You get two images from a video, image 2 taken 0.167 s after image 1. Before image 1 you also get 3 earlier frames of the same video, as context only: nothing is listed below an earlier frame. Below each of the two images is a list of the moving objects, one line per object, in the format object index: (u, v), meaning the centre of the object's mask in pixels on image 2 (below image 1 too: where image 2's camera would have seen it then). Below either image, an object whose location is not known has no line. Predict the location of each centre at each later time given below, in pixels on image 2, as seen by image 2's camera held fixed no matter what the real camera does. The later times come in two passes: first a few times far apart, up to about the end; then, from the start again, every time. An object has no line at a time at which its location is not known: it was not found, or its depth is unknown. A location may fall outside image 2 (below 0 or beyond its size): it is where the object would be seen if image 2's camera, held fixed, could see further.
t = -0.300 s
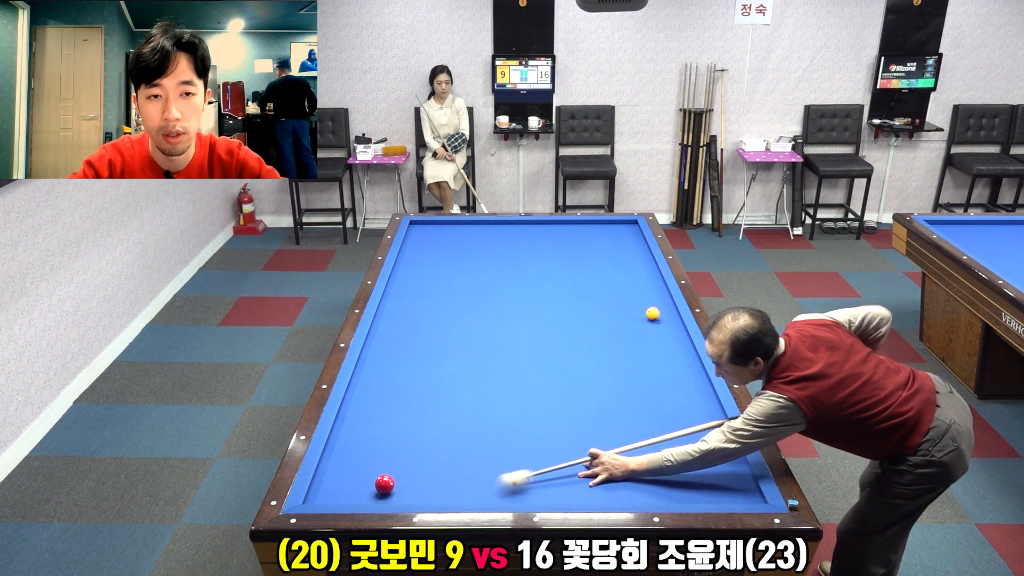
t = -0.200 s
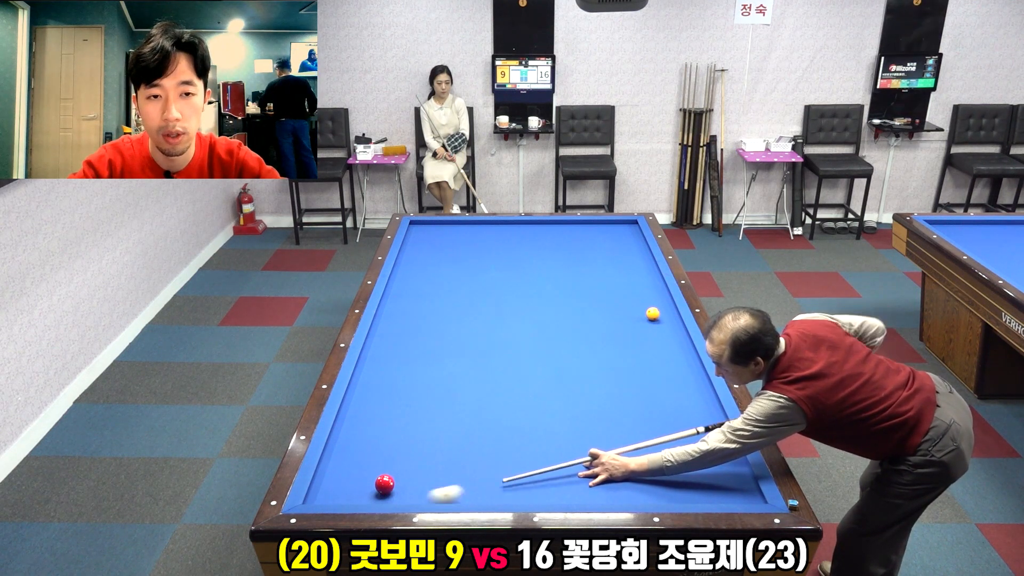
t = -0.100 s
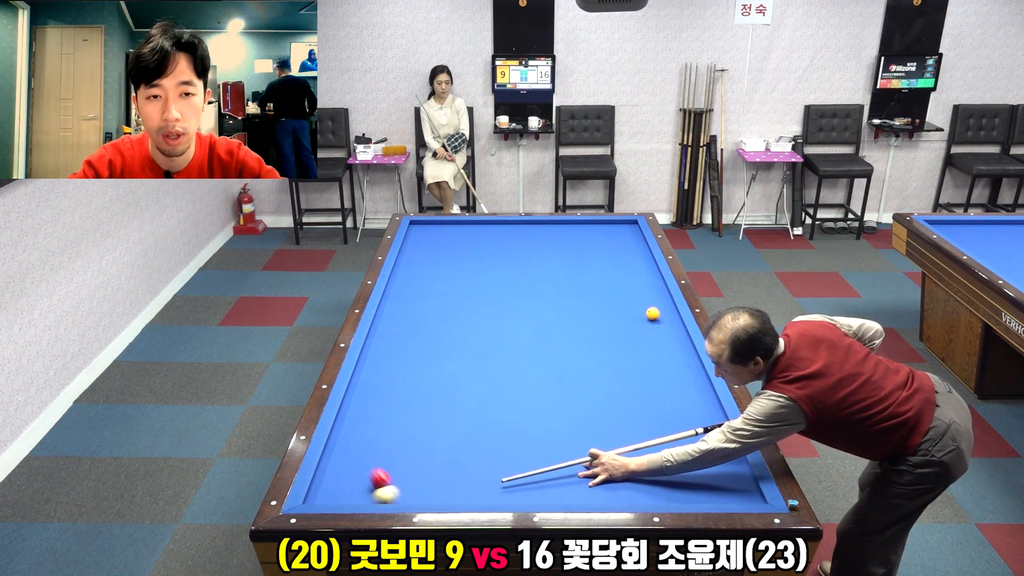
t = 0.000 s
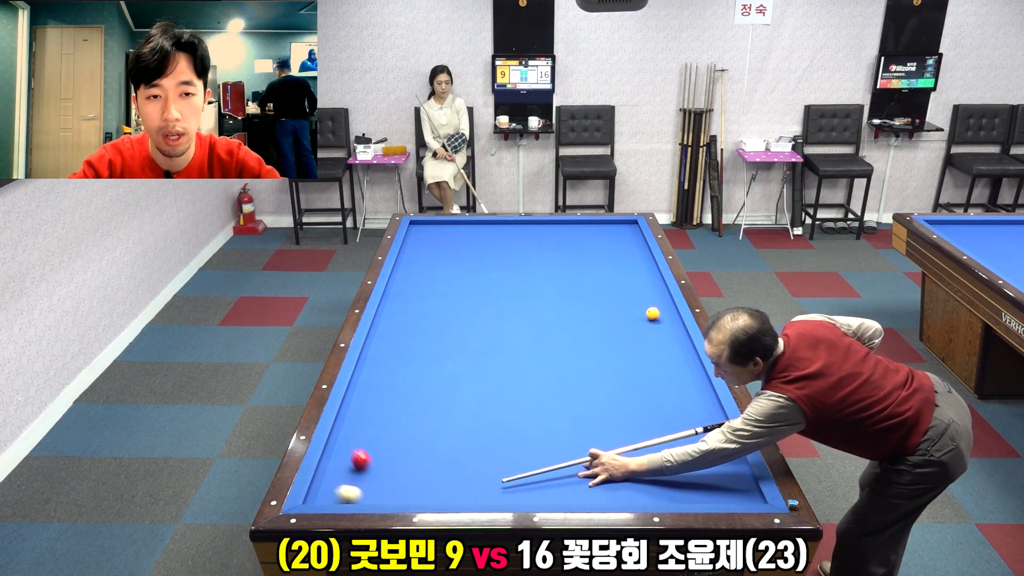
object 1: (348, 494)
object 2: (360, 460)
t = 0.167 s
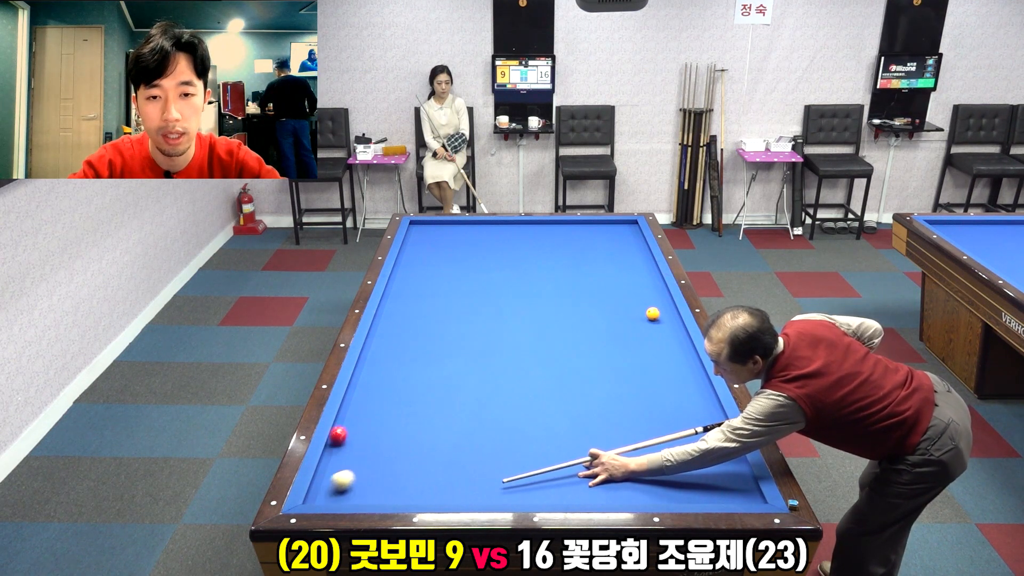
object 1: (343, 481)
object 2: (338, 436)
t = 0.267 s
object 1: (369, 470)
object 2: (353, 426)
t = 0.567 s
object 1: (433, 441)
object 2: (387, 399)
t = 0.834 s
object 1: (483, 419)
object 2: (413, 379)
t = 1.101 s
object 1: (529, 398)
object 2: (437, 361)
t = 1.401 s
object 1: (575, 378)
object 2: (462, 342)
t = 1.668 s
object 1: (612, 361)
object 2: (481, 327)
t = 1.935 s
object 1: (645, 346)
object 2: (499, 314)
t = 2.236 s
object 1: (680, 331)
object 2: (517, 300)
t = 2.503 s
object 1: (659, 324)
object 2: (532, 289)
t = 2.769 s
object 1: (639, 317)
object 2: (545, 278)
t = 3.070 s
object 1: (618, 309)
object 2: (559, 268)
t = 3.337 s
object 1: (601, 303)
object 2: (571, 259)
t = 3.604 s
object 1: (585, 298)
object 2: (582, 251)
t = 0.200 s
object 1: (352, 477)
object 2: (343, 432)
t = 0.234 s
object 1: (361, 473)
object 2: (348, 429)
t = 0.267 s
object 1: (369, 470)
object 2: (353, 426)
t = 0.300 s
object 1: (376, 466)
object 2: (356, 423)
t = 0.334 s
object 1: (384, 463)
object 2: (360, 420)
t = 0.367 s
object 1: (391, 460)
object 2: (364, 417)
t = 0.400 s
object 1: (398, 457)
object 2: (368, 414)
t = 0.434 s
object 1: (405, 454)
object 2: (372, 411)
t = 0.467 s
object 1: (412, 450)
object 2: (376, 408)
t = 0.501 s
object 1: (419, 447)
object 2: (379, 405)
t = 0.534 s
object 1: (426, 444)
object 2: (383, 402)
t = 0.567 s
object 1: (433, 441)
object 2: (387, 399)
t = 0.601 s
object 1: (439, 438)
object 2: (390, 397)
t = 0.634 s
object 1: (446, 435)
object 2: (393, 394)
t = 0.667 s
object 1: (452, 432)
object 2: (397, 391)
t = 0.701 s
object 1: (459, 429)
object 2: (400, 389)
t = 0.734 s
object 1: (465, 427)
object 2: (404, 386)
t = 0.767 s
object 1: (471, 424)
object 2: (407, 384)
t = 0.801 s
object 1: (477, 421)
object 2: (410, 381)
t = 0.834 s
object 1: (483, 419)
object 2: (413, 379)
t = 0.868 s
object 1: (489, 416)
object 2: (416, 377)
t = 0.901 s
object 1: (495, 413)
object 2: (420, 374)
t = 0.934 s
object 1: (501, 411)
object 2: (423, 372)
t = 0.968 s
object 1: (507, 408)
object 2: (426, 369)
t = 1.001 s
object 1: (512, 406)
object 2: (429, 367)
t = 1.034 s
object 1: (518, 403)
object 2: (432, 365)
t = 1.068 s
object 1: (523, 401)
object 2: (434, 363)
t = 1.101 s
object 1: (529, 398)
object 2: (437, 361)
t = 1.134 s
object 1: (534, 396)
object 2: (440, 358)
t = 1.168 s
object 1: (540, 394)
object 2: (443, 356)
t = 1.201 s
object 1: (545, 391)
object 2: (446, 354)
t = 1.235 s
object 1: (550, 389)
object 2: (448, 352)
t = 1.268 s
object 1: (555, 387)
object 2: (451, 350)
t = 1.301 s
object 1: (560, 384)
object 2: (454, 348)
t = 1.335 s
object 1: (565, 382)
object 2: (456, 346)
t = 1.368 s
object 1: (570, 379)
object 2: (459, 344)
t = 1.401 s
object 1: (575, 378)
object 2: (462, 342)
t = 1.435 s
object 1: (580, 375)
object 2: (464, 340)
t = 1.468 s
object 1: (584, 373)
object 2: (467, 338)
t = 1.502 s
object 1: (589, 371)
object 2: (469, 336)
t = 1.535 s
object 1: (594, 369)
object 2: (472, 334)
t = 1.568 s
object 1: (598, 367)
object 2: (474, 332)
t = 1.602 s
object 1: (603, 365)
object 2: (476, 331)
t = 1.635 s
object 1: (607, 363)
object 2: (479, 329)
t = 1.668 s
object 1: (612, 361)
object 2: (481, 327)
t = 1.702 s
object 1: (616, 359)
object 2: (483, 325)
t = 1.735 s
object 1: (620, 357)
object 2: (486, 324)
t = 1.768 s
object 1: (625, 356)
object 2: (488, 322)
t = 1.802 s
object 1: (629, 354)
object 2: (490, 320)
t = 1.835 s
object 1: (633, 352)
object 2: (492, 319)
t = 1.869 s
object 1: (637, 350)
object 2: (494, 317)
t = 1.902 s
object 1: (641, 348)
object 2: (497, 315)
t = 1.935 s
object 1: (645, 346)
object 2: (499, 314)
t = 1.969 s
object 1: (649, 345)
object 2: (501, 312)
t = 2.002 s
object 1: (653, 343)
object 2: (503, 311)
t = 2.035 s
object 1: (657, 341)
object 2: (505, 309)
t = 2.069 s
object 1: (661, 339)
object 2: (507, 307)
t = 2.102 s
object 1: (665, 338)
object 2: (509, 306)
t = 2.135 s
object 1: (668, 336)
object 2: (511, 304)
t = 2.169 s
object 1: (672, 334)
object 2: (513, 303)
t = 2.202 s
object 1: (676, 333)
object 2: (515, 301)
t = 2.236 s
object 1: (680, 331)
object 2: (517, 300)
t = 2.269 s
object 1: (679, 330)
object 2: (519, 299)
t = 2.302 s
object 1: (675, 329)
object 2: (521, 297)
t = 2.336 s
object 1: (672, 328)
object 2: (523, 296)
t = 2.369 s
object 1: (670, 327)
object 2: (525, 294)
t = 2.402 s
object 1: (667, 326)
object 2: (527, 293)
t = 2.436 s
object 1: (664, 325)
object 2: (528, 291)
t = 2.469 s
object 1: (662, 324)
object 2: (530, 290)
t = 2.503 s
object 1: (659, 324)
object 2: (532, 289)
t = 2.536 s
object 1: (657, 323)
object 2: (534, 287)
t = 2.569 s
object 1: (654, 322)
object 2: (535, 286)
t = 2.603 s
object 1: (652, 321)
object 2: (537, 285)
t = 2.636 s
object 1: (649, 320)
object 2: (539, 283)
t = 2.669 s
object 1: (646, 319)
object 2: (540, 282)
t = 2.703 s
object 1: (644, 318)
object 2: (542, 281)
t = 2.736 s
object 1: (641, 318)
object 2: (544, 279)
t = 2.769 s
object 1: (639, 317)
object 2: (545, 278)
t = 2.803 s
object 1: (637, 316)
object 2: (547, 277)
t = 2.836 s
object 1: (634, 315)
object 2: (549, 276)
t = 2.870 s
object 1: (632, 314)
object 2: (550, 275)
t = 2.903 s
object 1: (630, 313)
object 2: (552, 274)
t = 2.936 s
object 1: (627, 313)
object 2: (553, 272)
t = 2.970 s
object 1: (625, 312)
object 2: (555, 271)
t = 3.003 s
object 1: (623, 311)
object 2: (556, 270)
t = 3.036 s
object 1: (621, 310)
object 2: (558, 269)
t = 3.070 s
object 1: (618, 309)
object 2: (559, 268)
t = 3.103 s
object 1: (616, 308)
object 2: (561, 267)
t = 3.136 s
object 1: (614, 308)
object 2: (562, 265)
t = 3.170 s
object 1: (612, 307)
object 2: (564, 265)
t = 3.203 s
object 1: (610, 306)
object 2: (565, 263)
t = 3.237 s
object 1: (607, 306)
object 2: (567, 262)
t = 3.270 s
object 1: (605, 305)
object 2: (568, 261)
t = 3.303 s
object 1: (603, 304)
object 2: (570, 260)
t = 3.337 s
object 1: (601, 303)
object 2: (571, 259)
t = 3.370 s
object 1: (599, 303)
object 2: (572, 258)
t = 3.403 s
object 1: (597, 302)
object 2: (574, 257)
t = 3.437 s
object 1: (595, 301)
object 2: (575, 256)
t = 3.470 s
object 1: (593, 300)
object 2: (576, 255)
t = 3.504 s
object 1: (591, 300)
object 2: (578, 254)
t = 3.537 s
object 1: (589, 299)
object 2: (579, 253)
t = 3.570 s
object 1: (587, 298)
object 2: (580, 252)
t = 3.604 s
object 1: (585, 298)
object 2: (582, 251)
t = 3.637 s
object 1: (583, 297)
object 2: (583, 250)
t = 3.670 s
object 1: (581, 296)
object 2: (584, 249)
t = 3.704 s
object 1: (579, 296)
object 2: (585, 248)
